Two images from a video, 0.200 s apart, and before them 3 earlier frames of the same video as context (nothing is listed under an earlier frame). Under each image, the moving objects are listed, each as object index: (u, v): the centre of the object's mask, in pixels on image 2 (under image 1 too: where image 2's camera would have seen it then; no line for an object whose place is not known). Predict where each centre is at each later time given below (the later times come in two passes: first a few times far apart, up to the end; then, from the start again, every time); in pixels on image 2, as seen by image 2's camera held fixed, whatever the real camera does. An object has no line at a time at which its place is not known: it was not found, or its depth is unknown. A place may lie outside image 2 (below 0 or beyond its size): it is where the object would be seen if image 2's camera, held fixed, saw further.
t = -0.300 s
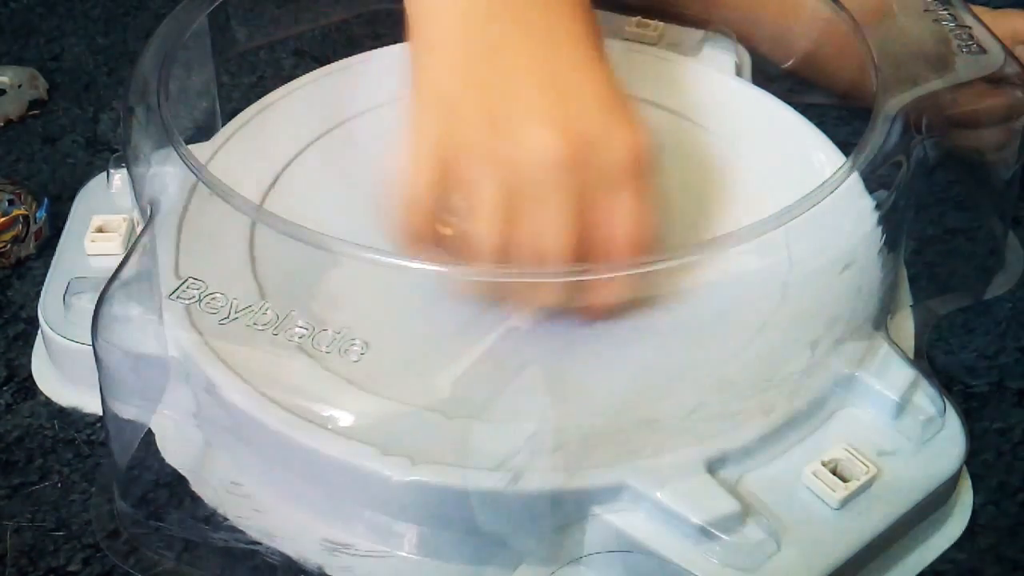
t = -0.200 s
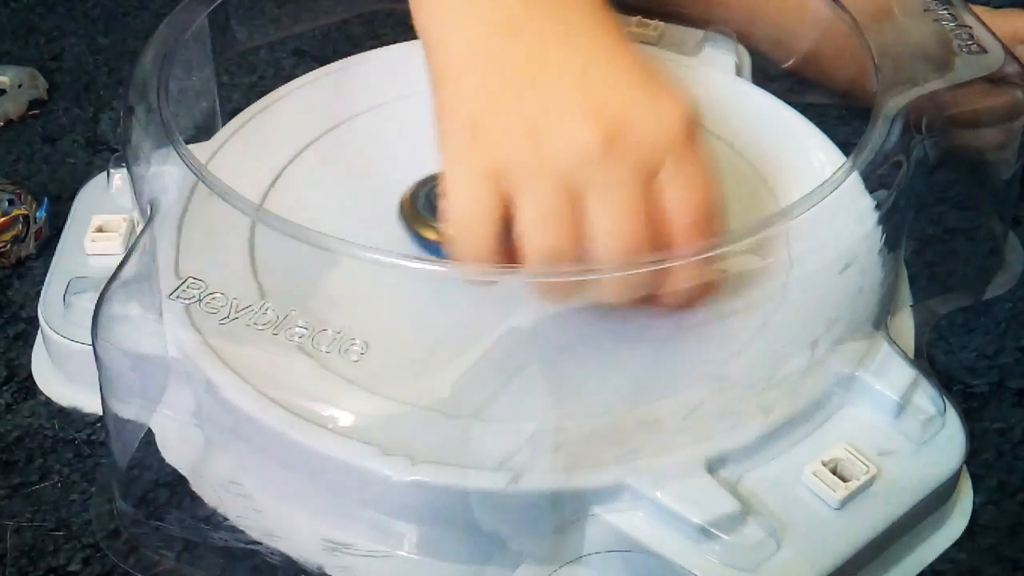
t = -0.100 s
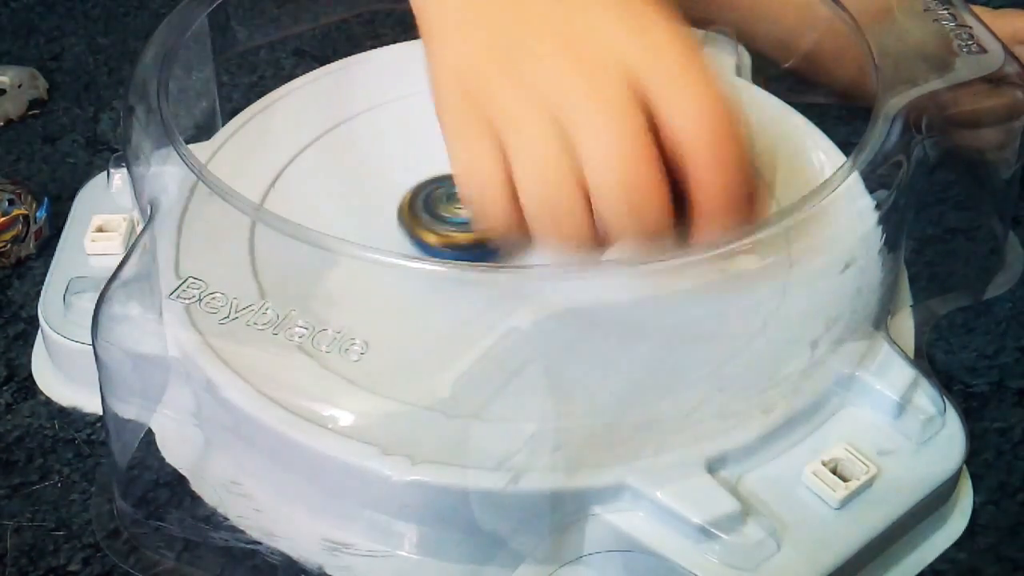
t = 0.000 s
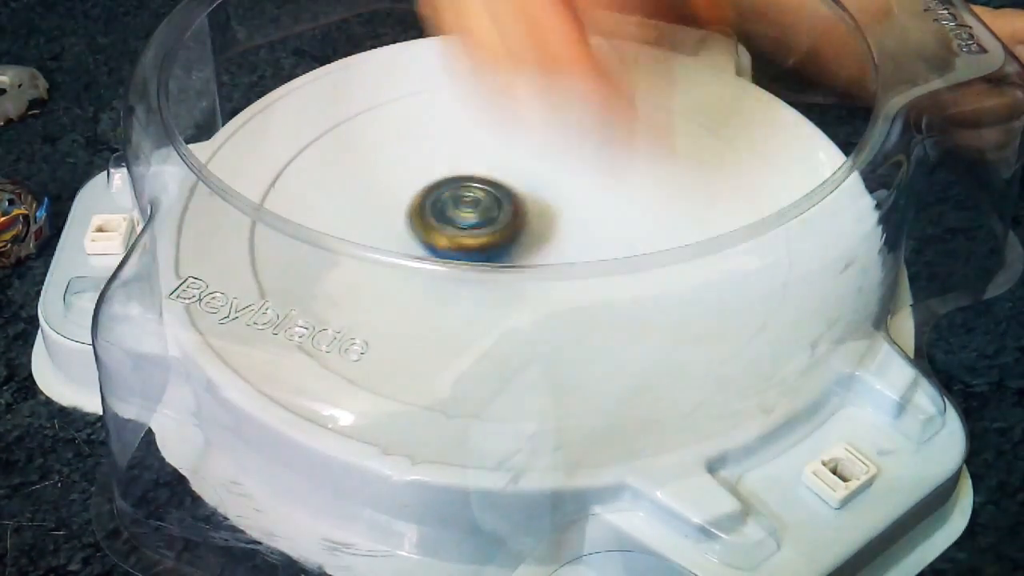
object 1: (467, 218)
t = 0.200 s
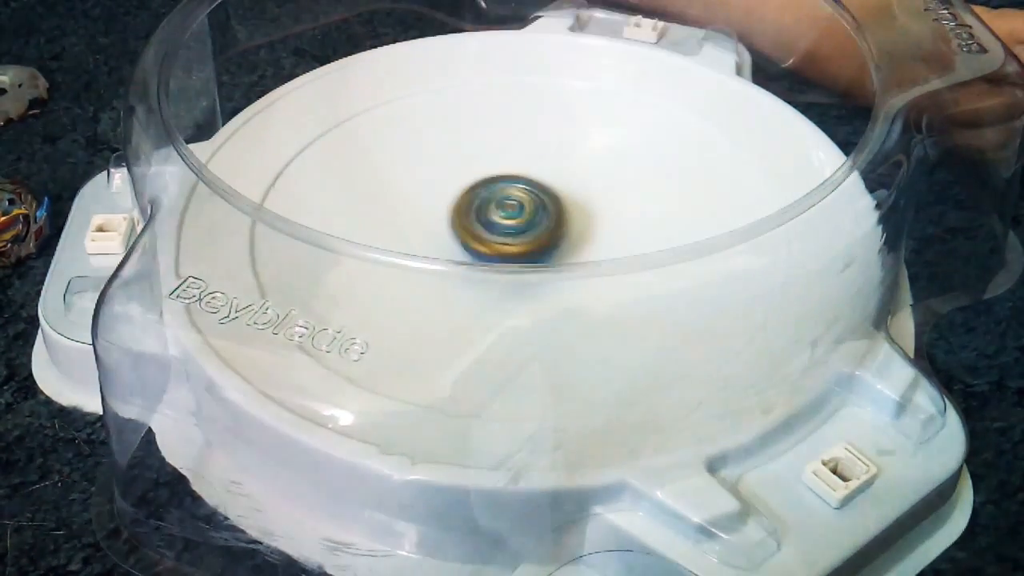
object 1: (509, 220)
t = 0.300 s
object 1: (528, 221)
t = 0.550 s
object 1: (576, 222)
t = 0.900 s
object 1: (556, 208)
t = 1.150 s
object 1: (509, 200)
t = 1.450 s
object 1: (467, 195)
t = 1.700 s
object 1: (489, 215)
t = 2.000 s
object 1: (537, 228)
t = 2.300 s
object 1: (570, 223)
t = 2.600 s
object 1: (535, 200)
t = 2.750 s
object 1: (515, 189)
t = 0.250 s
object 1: (519, 220)
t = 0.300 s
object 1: (528, 221)
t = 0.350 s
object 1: (537, 221)
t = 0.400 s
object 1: (547, 222)
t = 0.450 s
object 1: (557, 222)
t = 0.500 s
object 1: (566, 222)
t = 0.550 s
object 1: (576, 222)
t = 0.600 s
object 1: (582, 220)
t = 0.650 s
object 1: (584, 218)
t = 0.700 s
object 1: (584, 217)
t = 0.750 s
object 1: (581, 215)
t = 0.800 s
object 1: (575, 212)
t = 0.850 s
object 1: (565, 210)
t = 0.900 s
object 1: (556, 208)
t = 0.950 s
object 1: (545, 207)
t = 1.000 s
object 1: (536, 206)
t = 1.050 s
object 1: (527, 205)
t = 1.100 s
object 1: (517, 203)
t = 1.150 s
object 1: (509, 200)
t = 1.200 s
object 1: (501, 198)
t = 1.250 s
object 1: (492, 195)
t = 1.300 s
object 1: (483, 193)
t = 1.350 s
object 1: (474, 192)
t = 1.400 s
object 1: (470, 193)
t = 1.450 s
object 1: (467, 195)
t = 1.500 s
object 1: (467, 198)
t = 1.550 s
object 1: (469, 201)
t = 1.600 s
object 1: (473, 205)
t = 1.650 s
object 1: (480, 210)
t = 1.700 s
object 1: (489, 215)
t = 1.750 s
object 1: (497, 217)
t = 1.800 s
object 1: (505, 220)
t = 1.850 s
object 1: (514, 222)
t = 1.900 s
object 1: (521, 224)
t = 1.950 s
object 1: (529, 226)
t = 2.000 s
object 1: (537, 228)
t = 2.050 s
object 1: (545, 229)
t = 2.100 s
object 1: (555, 230)
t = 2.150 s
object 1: (562, 229)
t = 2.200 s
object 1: (567, 227)
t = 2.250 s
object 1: (569, 226)
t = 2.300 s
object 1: (570, 223)
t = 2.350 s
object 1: (567, 220)
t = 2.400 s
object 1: (563, 217)
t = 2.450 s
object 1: (556, 213)
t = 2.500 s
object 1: (549, 209)
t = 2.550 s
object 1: (542, 204)
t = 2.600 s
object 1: (535, 200)
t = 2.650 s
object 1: (529, 196)
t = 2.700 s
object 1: (522, 192)
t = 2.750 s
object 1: (515, 189)
